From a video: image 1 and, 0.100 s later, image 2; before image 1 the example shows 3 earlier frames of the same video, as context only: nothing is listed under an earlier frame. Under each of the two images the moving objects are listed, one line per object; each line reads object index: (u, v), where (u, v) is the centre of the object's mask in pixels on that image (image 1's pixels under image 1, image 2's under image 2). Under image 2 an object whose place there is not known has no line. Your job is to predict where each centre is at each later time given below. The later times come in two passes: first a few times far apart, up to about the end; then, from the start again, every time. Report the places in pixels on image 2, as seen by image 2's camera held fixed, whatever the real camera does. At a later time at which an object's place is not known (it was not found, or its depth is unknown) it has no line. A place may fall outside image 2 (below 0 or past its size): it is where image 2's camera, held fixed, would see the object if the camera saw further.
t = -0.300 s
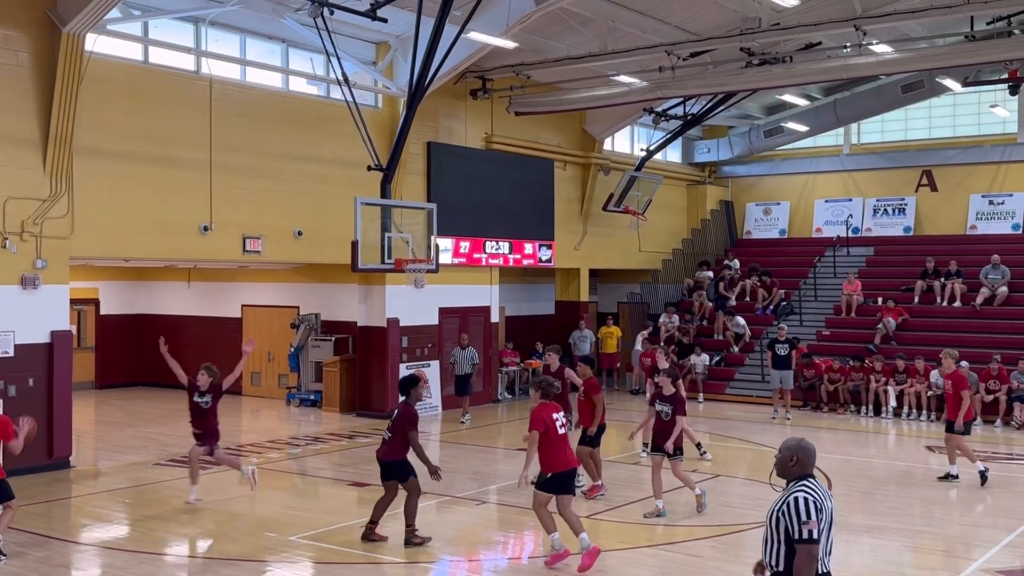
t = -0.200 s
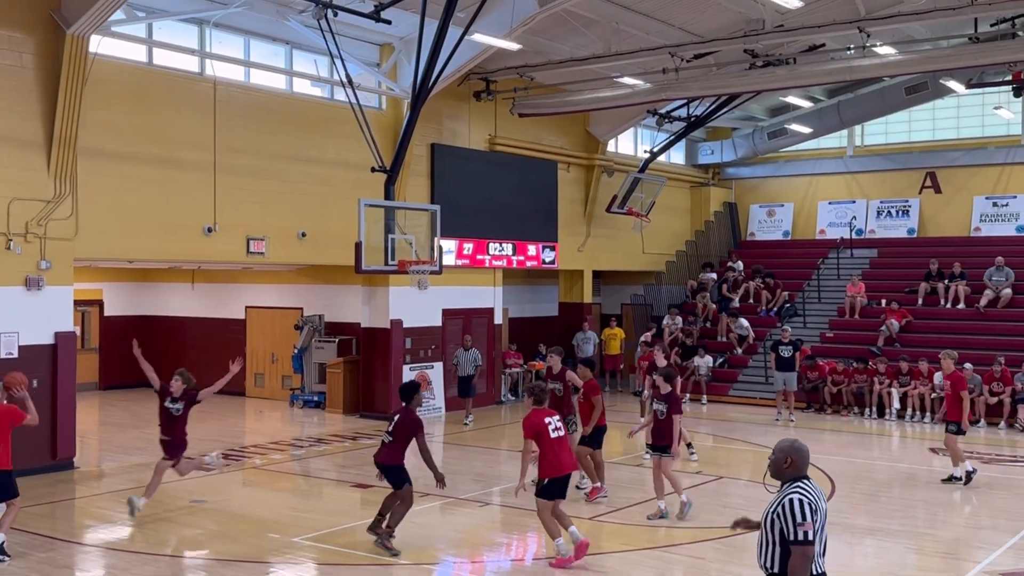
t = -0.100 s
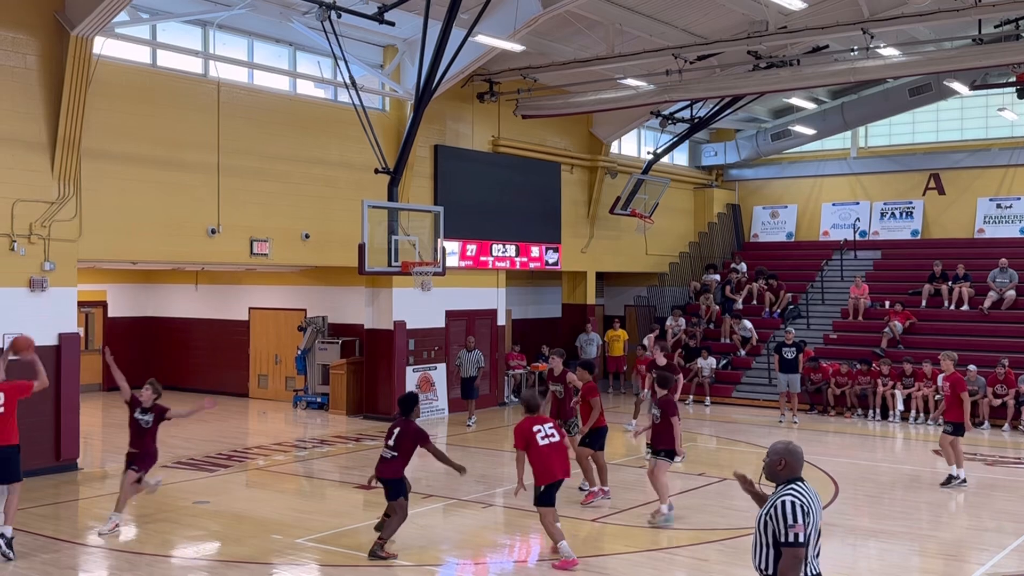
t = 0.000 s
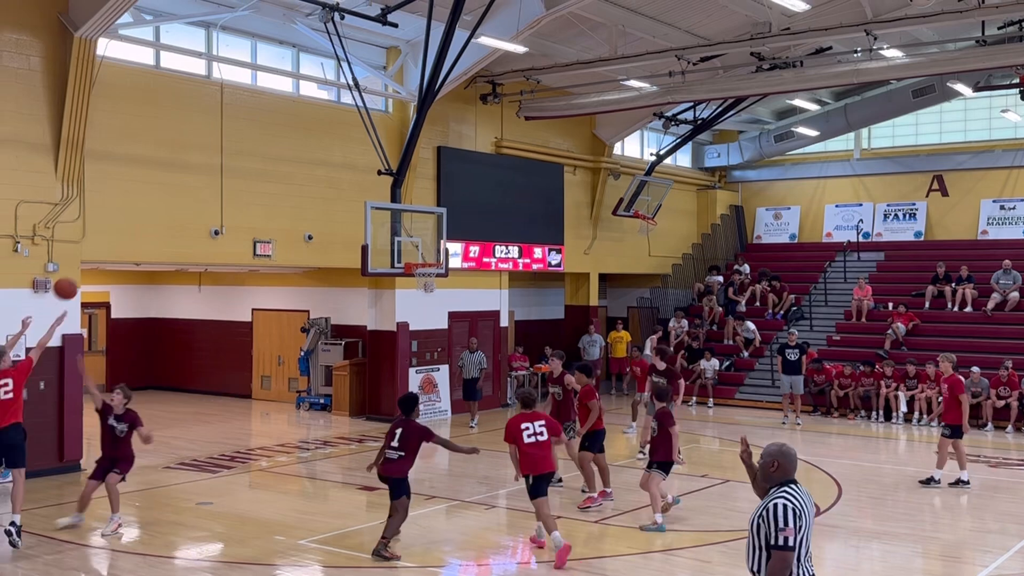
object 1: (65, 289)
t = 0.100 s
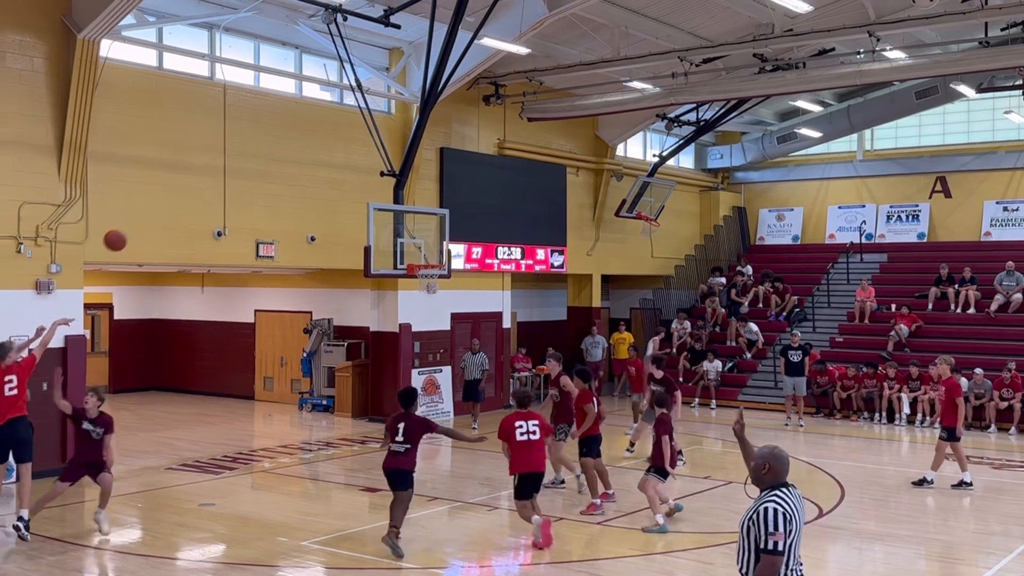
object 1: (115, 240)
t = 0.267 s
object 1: (185, 185)
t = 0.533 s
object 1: (277, 155)
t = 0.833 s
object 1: (359, 184)
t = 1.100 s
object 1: (418, 252)
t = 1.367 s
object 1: (419, 278)
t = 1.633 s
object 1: (414, 320)
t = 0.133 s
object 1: (130, 227)
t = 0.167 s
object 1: (144, 215)
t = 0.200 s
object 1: (158, 204)
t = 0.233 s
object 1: (172, 194)
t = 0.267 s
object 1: (185, 185)
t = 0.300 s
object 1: (197, 178)
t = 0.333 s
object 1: (210, 172)
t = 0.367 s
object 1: (222, 167)
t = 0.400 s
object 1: (234, 162)
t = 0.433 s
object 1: (245, 159)
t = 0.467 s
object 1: (256, 157)
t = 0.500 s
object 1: (267, 156)
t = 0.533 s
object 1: (277, 155)
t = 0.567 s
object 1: (287, 155)
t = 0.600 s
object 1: (297, 156)
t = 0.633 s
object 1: (307, 158)
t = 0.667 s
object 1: (316, 161)
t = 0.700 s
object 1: (325, 164)
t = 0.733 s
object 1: (334, 168)
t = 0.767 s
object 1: (342, 173)
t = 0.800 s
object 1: (351, 178)
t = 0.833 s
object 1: (359, 184)
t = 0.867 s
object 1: (367, 190)
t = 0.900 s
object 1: (375, 197)
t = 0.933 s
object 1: (382, 205)
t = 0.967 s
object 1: (389, 214)
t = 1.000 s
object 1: (397, 222)
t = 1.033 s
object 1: (405, 232)
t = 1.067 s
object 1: (412, 241)
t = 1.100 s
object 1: (418, 252)
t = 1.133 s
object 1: (425, 262)
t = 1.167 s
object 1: (433, 261)
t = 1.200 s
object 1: (437, 268)
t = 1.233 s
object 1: (432, 271)
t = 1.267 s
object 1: (424, 274)
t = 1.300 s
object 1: (421, 275)
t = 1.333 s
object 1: (419, 276)
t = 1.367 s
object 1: (419, 278)
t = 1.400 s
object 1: (418, 283)
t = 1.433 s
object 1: (418, 285)
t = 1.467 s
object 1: (417, 289)
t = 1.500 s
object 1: (417, 294)
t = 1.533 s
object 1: (416, 299)
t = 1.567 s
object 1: (416, 306)
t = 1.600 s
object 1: (415, 312)
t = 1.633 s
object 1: (414, 320)
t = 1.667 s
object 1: (415, 328)
